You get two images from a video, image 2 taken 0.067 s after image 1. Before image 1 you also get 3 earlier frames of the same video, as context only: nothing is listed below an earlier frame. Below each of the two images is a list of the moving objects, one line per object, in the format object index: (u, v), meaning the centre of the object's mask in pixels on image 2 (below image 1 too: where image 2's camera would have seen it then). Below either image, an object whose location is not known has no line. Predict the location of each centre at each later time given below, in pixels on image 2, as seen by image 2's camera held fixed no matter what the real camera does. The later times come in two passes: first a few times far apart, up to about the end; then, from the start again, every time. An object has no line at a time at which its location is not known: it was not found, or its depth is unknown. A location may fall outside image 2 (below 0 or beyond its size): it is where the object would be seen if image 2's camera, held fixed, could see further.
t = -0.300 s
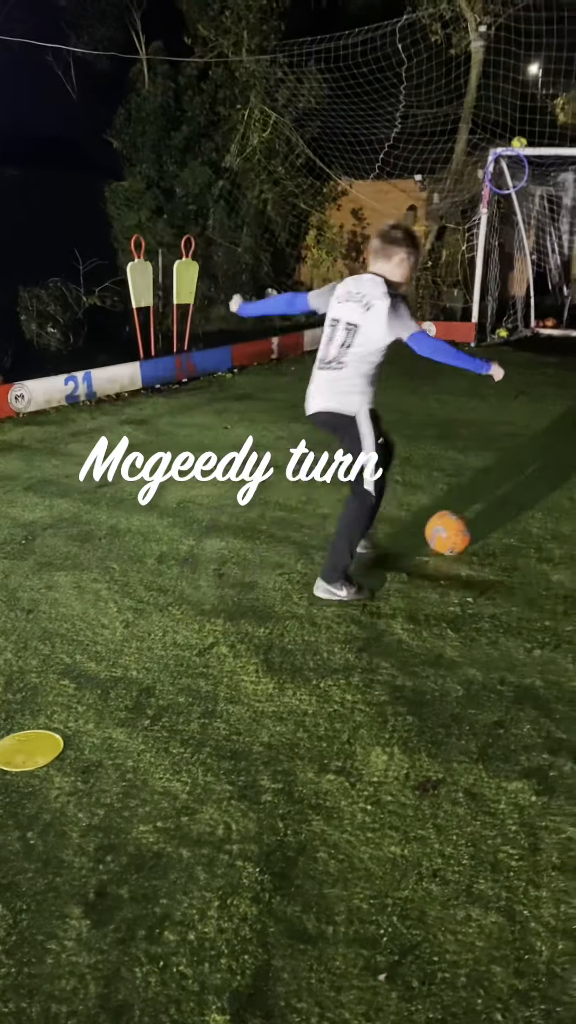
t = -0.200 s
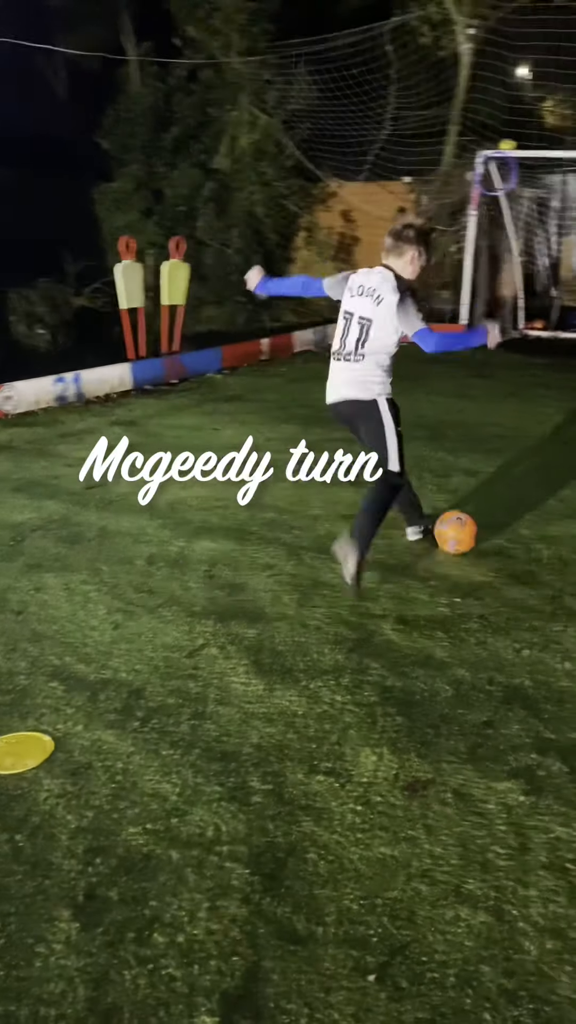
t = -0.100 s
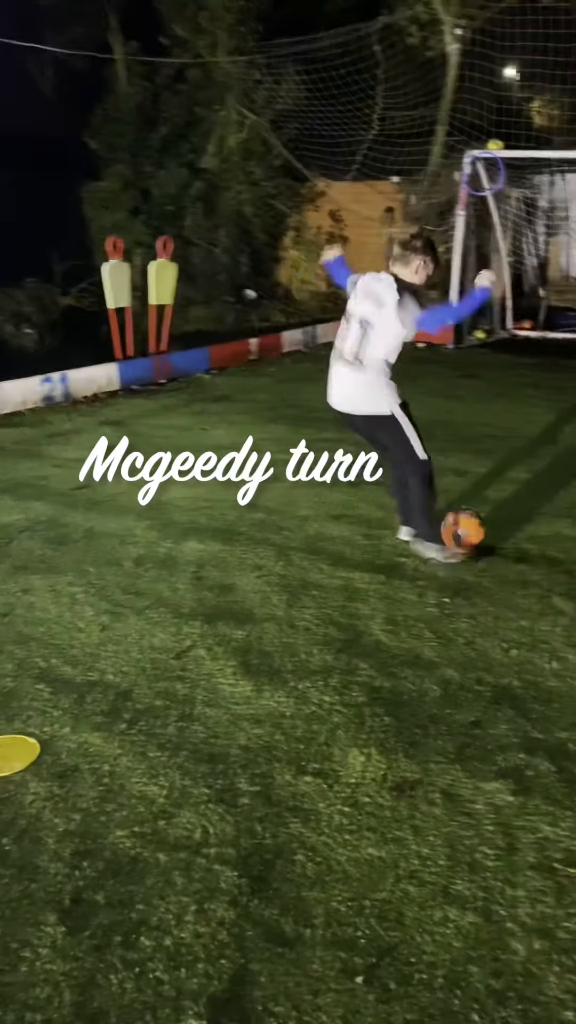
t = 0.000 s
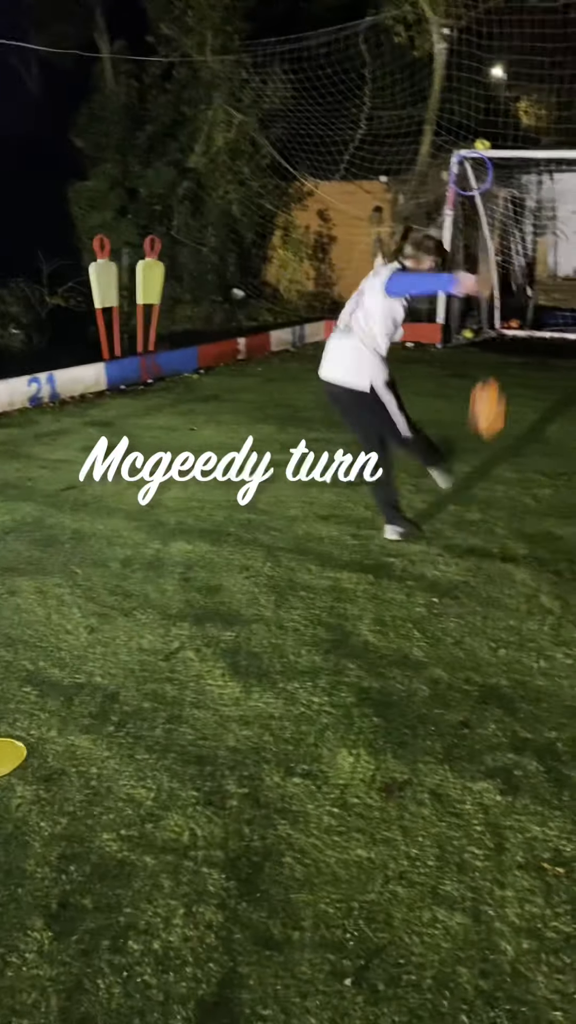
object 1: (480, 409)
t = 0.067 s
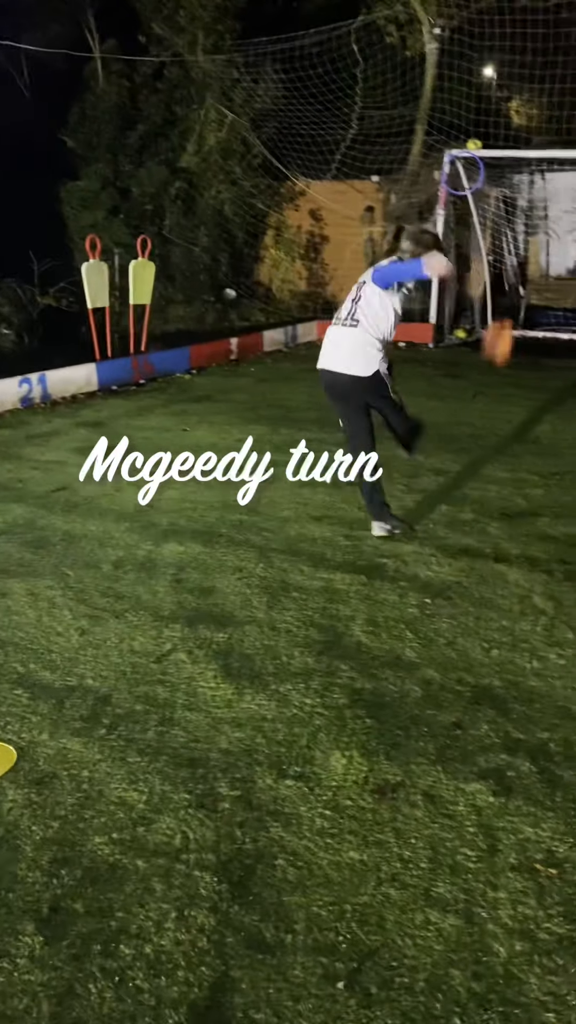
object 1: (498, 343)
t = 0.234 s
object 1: (525, 247)
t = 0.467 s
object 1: (541, 214)
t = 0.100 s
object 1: (506, 311)
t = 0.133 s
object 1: (510, 292)
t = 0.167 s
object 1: (517, 272)
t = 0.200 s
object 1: (522, 260)
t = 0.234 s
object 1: (525, 247)
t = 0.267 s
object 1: (530, 235)
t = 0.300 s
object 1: (531, 228)
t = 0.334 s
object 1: (535, 221)
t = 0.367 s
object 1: (537, 219)
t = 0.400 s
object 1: (538, 215)
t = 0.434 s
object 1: (539, 214)
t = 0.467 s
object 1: (541, 214)
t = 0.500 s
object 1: (541, 214)
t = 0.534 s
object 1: (541, 216)
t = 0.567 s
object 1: (541, 220)
